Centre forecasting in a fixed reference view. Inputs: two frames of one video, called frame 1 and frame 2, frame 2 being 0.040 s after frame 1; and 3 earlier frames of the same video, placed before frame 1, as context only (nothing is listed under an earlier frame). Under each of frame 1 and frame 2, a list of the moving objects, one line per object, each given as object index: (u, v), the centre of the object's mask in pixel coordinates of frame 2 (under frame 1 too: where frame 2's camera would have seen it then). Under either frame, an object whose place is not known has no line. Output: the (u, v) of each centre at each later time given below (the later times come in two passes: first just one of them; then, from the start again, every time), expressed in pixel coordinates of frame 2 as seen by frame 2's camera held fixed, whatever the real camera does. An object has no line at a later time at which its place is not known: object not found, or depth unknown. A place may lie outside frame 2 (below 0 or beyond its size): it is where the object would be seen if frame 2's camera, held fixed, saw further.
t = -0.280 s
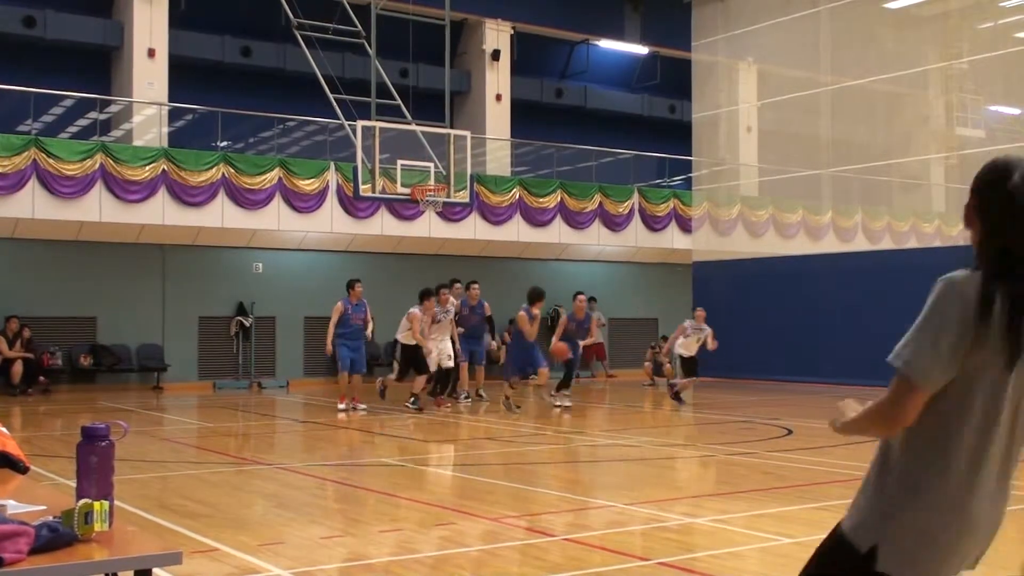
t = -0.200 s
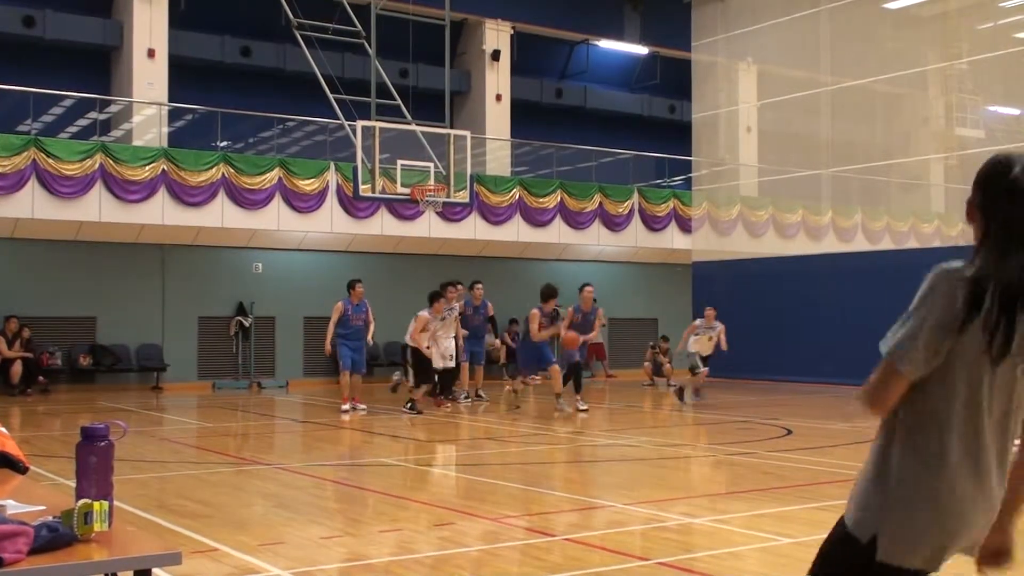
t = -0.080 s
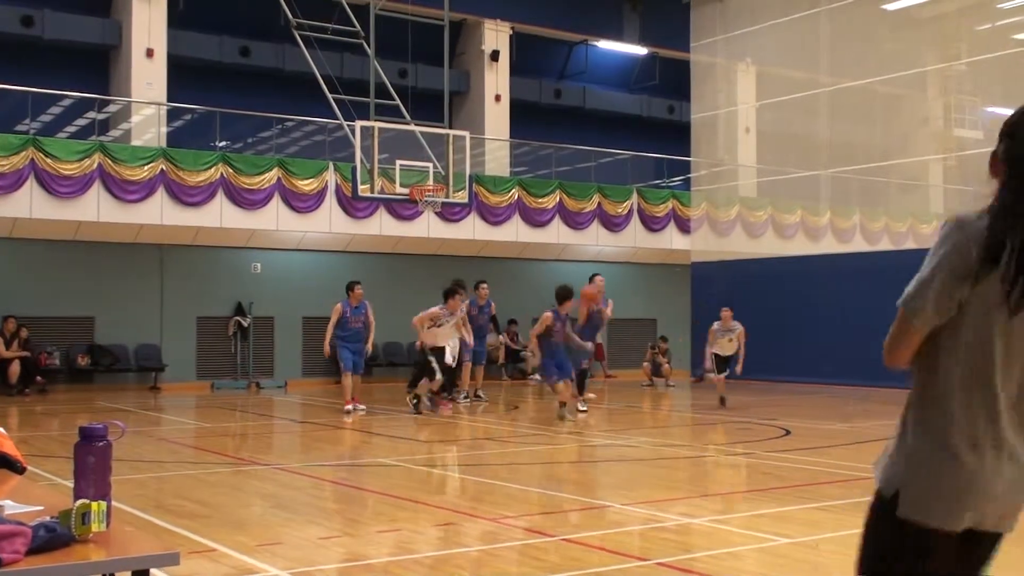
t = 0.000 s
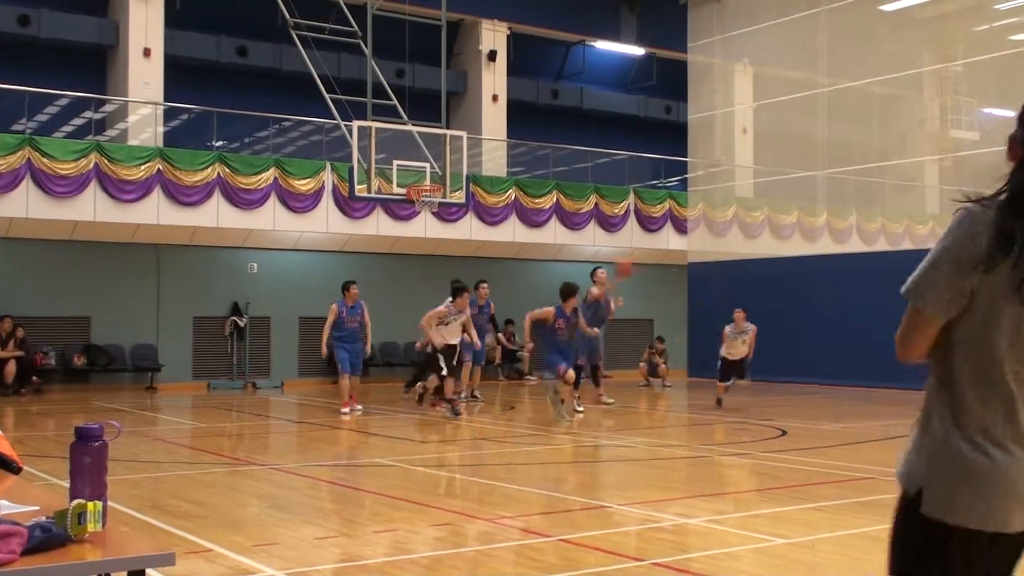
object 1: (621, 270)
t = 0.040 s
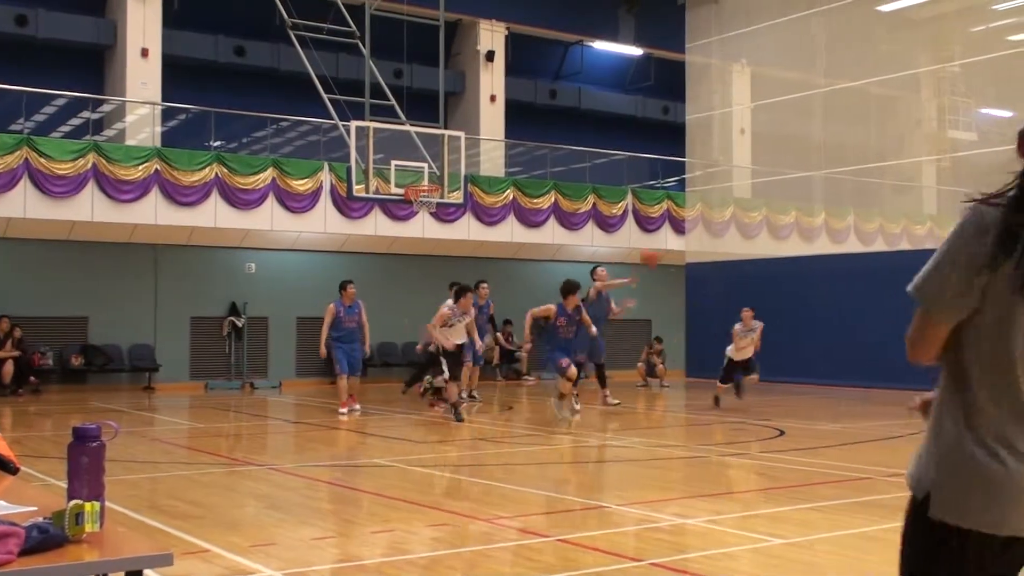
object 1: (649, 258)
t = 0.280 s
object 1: (834, 216)
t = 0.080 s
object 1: (677, 248)
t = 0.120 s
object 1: (706, 239)
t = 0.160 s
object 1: (736, 231)
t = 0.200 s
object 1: (767, 226)
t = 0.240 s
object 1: (800, 220)
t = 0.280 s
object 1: (834, 216)
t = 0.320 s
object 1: (867, 213)
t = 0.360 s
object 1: (904, 211)
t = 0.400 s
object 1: (942, 210)
